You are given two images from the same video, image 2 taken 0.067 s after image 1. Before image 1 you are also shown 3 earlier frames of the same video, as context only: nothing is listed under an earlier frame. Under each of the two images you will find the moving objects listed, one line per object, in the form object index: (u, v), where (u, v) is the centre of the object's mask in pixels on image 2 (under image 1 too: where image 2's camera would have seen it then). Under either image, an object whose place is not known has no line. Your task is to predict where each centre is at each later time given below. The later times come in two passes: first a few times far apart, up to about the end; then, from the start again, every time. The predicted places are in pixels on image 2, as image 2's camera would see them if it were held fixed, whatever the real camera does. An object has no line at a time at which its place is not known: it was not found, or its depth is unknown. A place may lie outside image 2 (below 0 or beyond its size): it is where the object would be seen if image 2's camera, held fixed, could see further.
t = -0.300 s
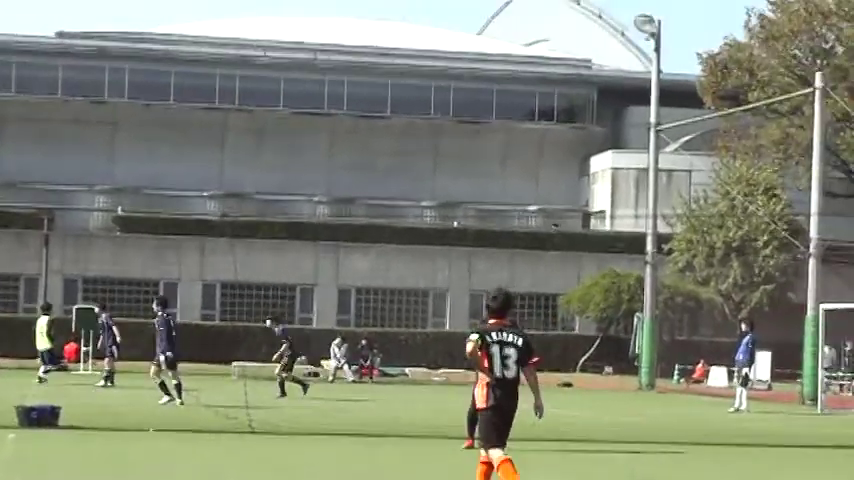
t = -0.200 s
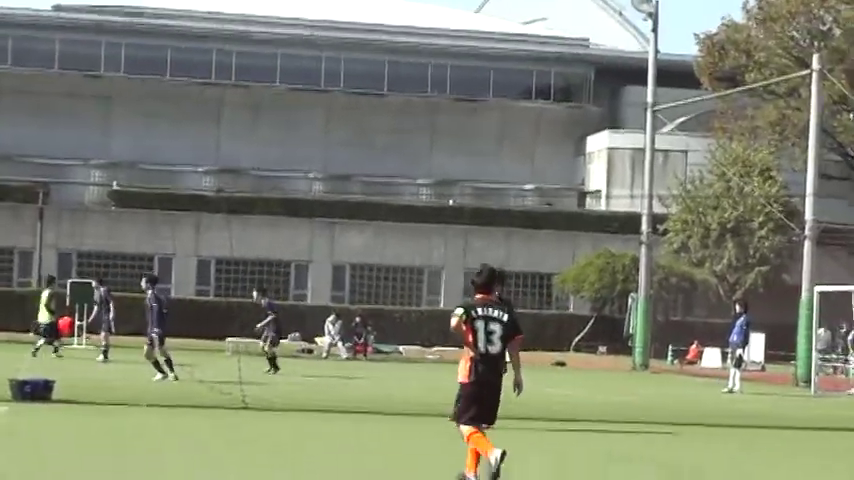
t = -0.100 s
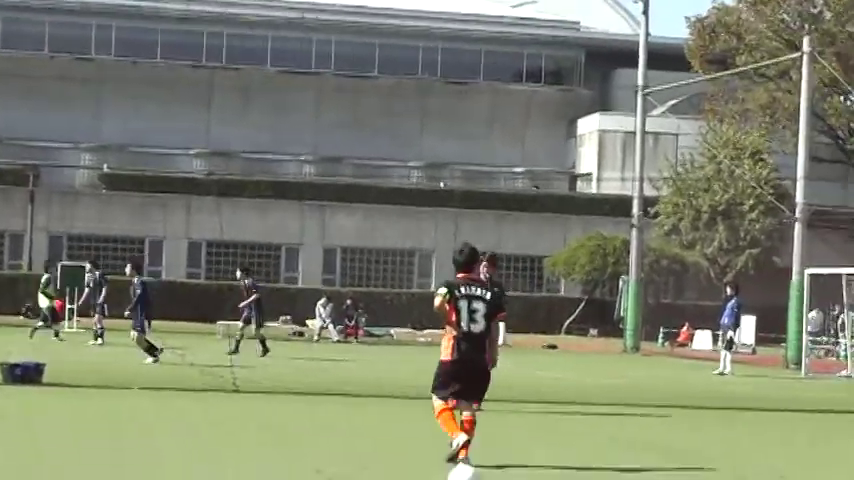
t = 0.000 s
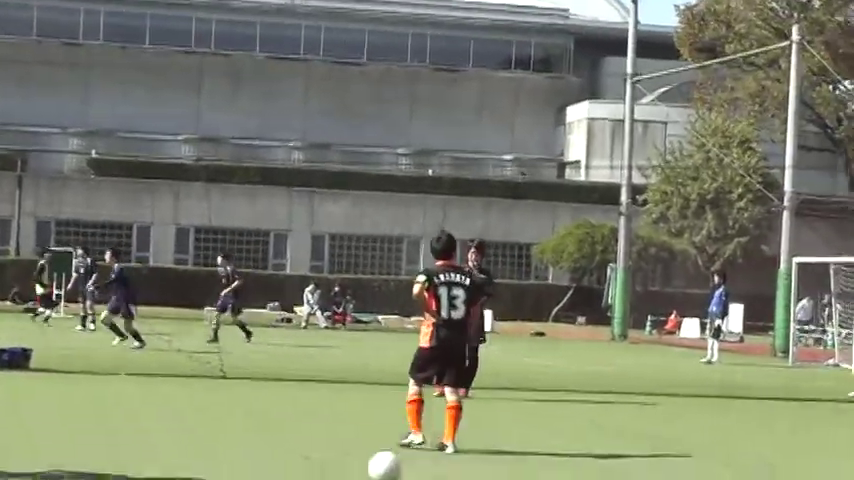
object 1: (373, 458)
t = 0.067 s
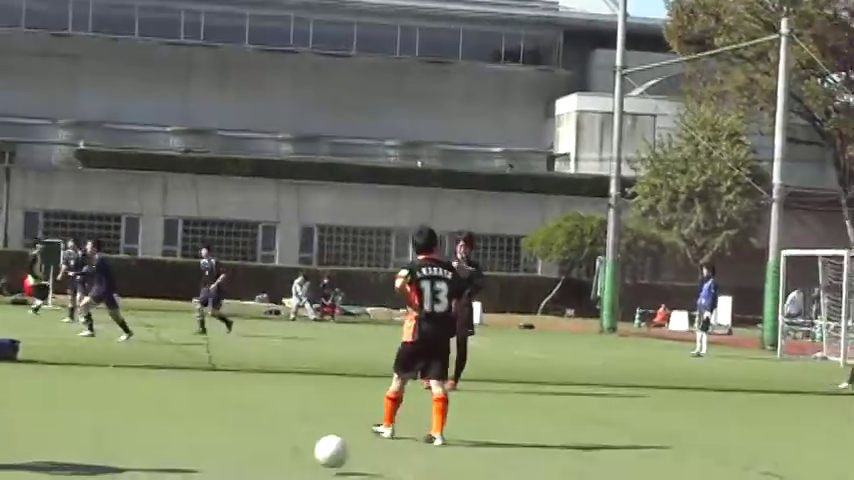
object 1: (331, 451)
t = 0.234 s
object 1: (224, 452)
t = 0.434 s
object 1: (100, 446)
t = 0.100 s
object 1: (310, 449)
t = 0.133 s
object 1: (288, 450)
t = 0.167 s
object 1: (266, 453)
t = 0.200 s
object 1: (245, 455)
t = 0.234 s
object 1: (224, 452)
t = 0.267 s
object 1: (204, 449)
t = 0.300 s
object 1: (182, 449)
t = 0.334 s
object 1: (162, 450)
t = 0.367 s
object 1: (141, 452)
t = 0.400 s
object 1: (121, 449)
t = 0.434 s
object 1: (100, 446)
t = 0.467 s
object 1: (79, 447)
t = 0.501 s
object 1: (65, 448)
